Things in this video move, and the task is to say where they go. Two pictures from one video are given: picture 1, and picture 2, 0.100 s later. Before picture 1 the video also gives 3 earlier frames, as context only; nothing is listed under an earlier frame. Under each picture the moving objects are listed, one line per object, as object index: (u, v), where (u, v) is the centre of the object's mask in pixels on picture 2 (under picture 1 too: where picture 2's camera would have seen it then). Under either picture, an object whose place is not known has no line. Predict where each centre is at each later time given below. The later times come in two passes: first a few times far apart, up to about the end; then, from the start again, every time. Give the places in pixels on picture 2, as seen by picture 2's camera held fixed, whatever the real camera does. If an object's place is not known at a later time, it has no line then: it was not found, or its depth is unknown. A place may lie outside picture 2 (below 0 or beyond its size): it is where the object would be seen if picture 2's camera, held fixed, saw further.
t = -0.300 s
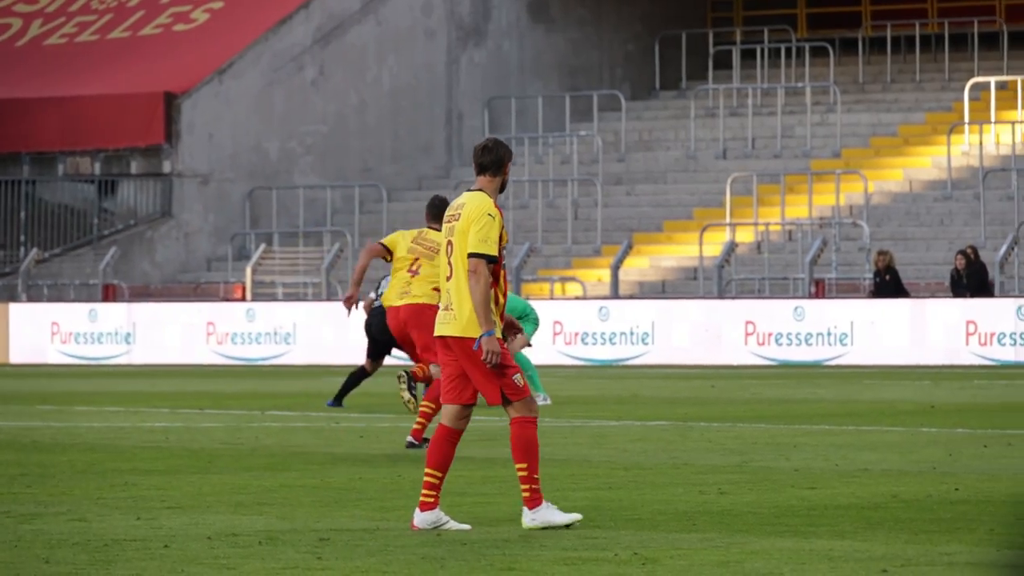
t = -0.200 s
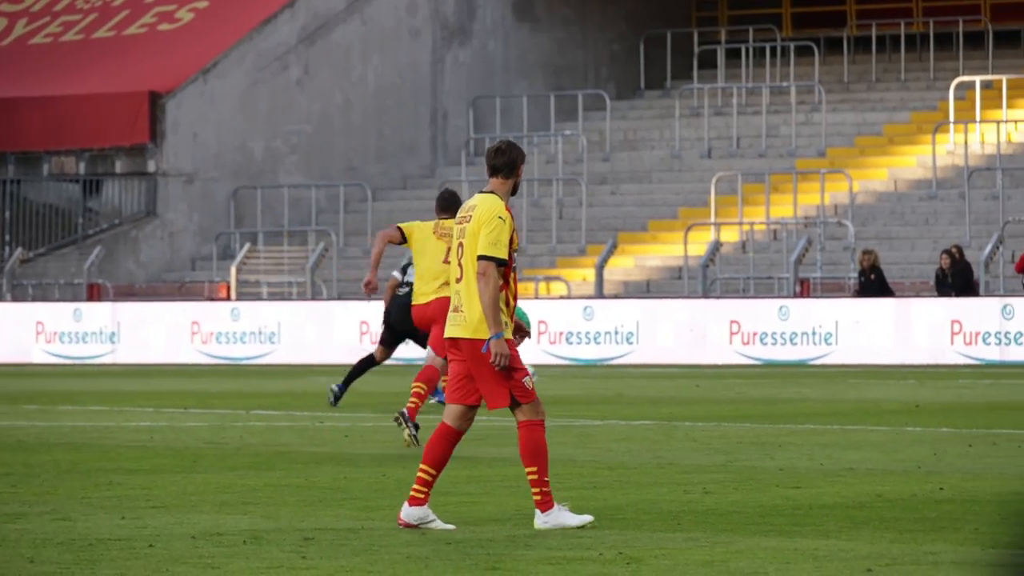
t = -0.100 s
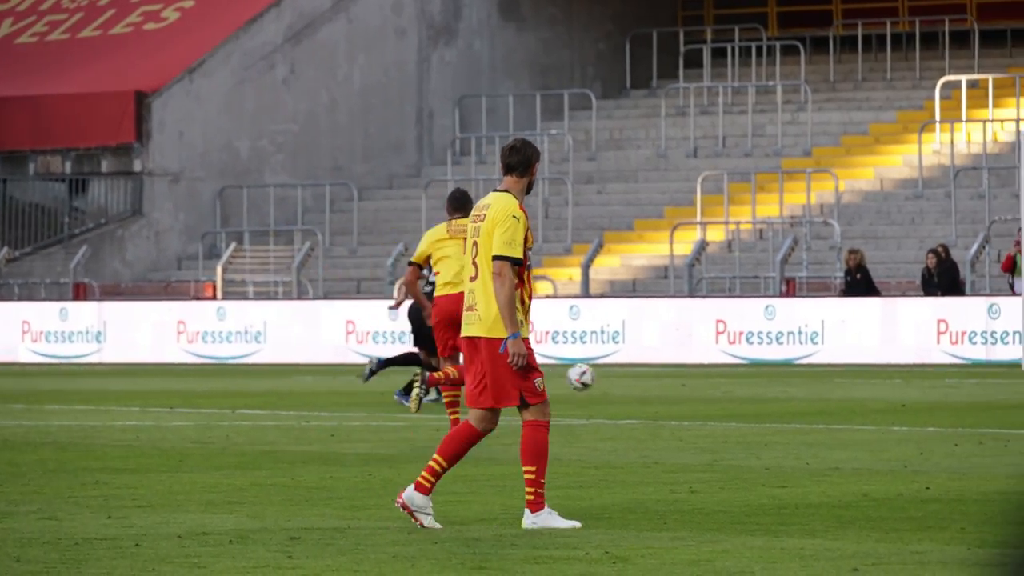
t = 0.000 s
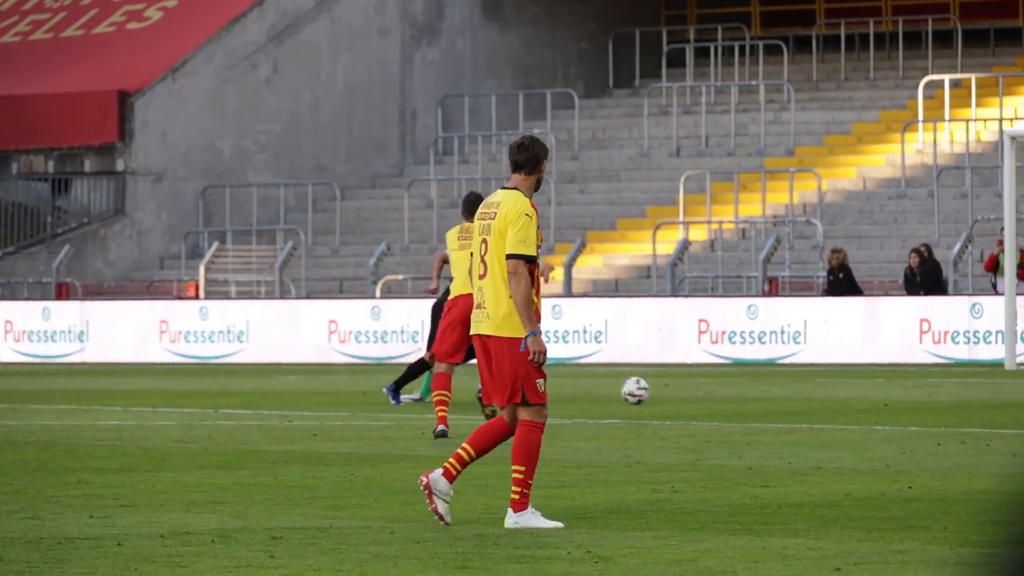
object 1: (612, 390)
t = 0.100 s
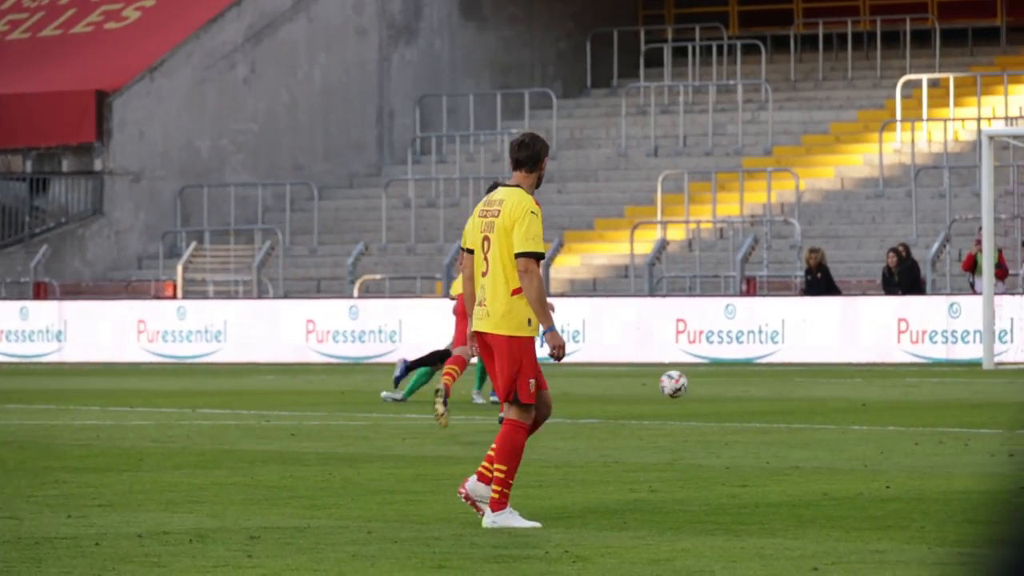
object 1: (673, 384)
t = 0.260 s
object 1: (767, 386)
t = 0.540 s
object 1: (900, 389)
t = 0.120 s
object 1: (685, 382)
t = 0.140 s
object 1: (697, 381)
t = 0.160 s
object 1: (709, 380)
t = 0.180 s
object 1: (720, 380)
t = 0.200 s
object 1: (732, 381)
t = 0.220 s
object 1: (744, 382)
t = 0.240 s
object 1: (756, 384)
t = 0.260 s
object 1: (767, 386)
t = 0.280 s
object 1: (779, 388)
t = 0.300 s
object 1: (790, 391)
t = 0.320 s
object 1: (801, 392)
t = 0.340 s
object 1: (810, 391)
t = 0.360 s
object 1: (819, 388)
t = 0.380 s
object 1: (828, 386)
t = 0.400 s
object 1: (837, 385)
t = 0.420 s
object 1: (846, 383)
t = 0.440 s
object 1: (855, 383)
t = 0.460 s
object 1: (864, 383)
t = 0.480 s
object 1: (873, 384)
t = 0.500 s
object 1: (882, 385)
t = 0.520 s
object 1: (891, 387)
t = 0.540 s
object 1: (900, 389)
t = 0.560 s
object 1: (909, 391)
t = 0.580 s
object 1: (918, 392)
